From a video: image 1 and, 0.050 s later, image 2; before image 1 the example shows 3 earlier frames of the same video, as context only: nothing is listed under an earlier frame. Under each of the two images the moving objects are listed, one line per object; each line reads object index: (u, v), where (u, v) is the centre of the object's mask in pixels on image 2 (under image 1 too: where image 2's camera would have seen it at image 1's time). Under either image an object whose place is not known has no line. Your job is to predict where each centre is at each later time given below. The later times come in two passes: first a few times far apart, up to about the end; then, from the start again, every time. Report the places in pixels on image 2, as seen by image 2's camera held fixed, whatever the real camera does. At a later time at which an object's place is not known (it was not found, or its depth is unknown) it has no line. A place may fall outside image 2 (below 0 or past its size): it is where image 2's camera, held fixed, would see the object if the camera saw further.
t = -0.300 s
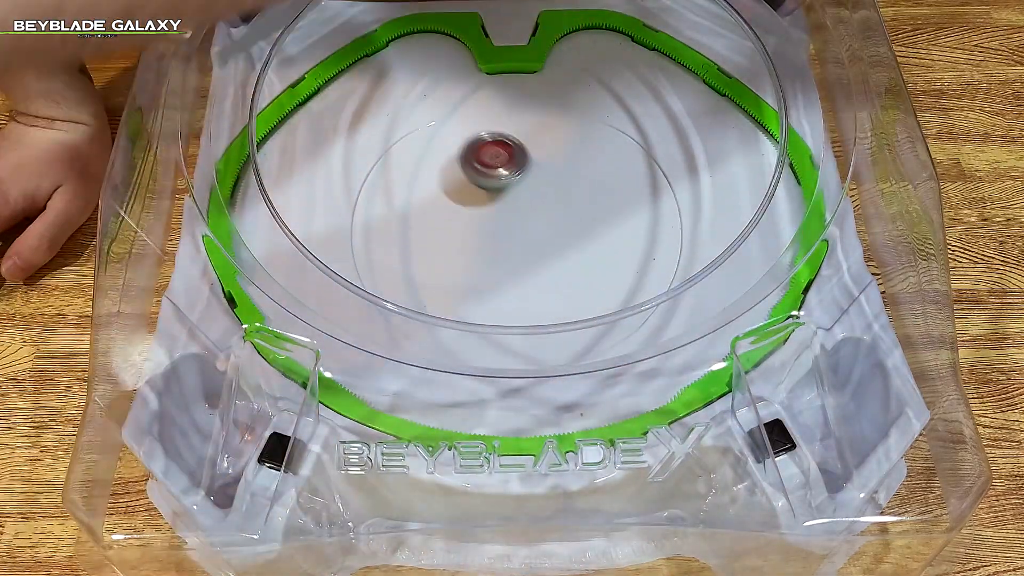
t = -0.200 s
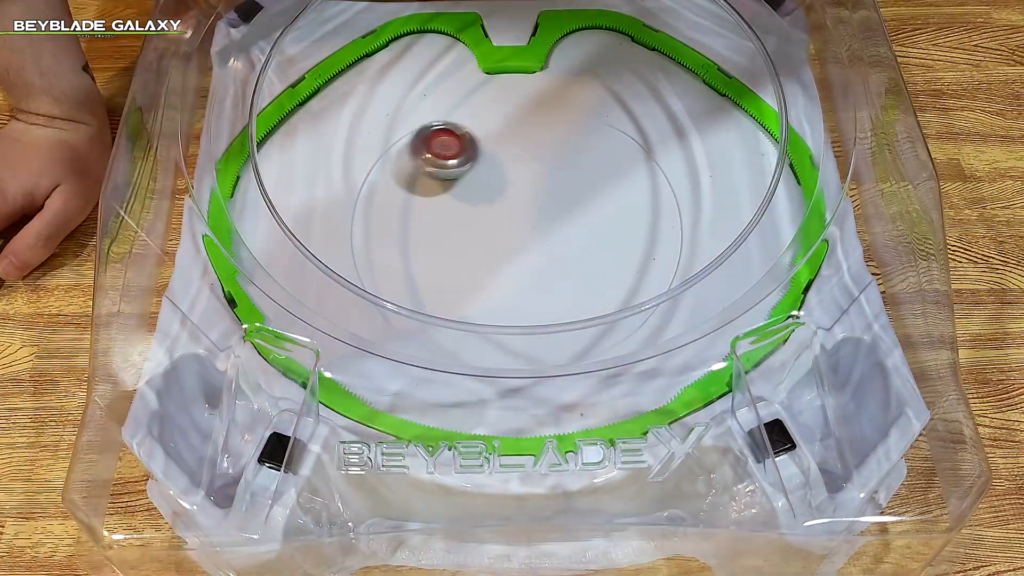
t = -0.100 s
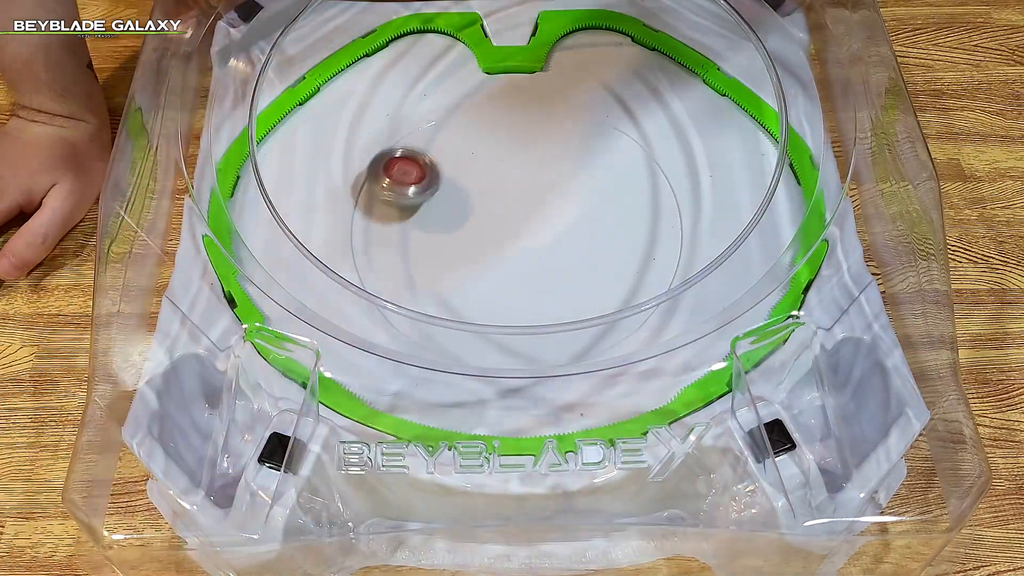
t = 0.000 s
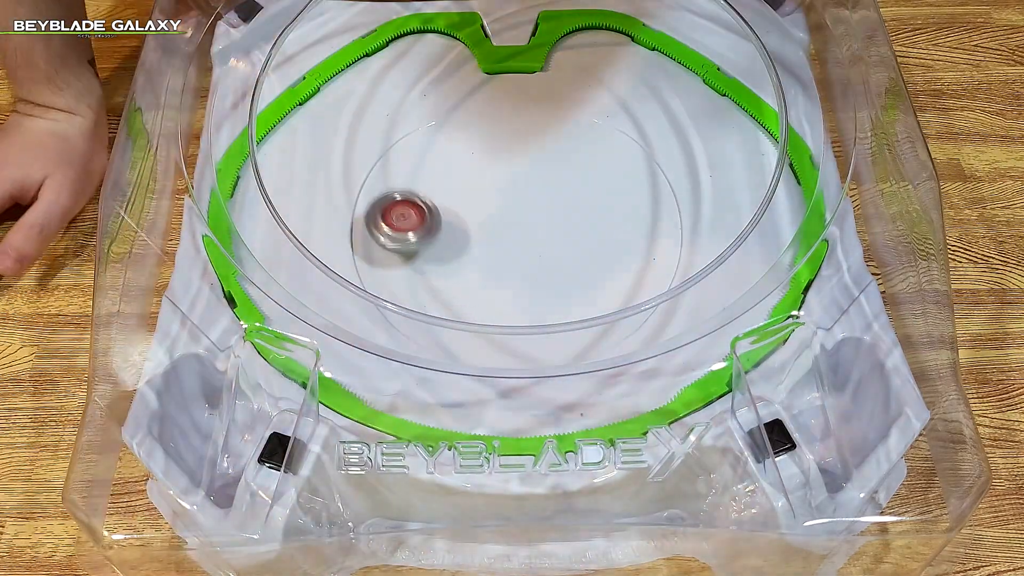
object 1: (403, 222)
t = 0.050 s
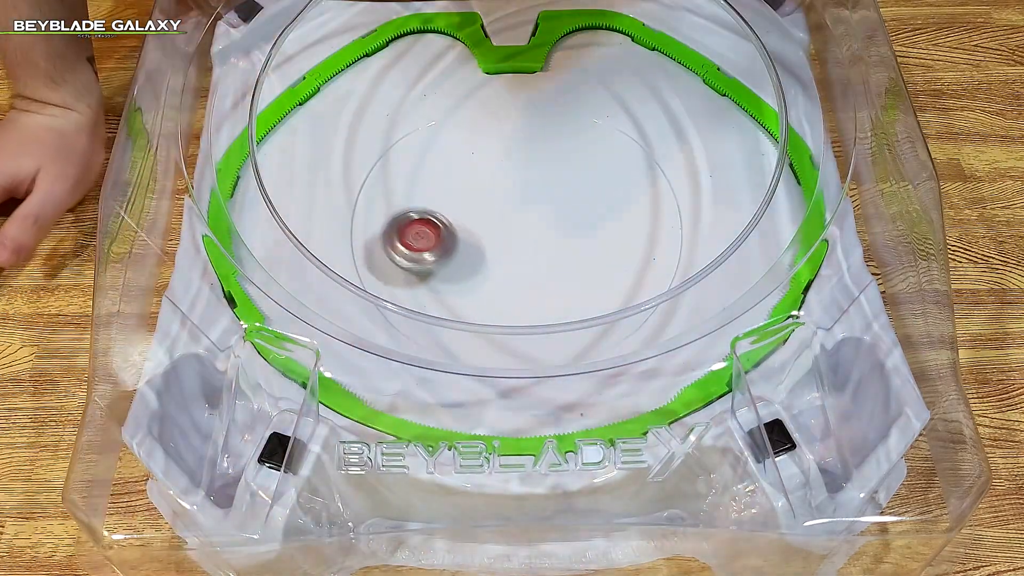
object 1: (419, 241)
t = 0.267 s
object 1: (534, 232)
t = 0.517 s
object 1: (541, 132)
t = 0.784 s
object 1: (453, 152)
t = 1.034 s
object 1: (546, 217)
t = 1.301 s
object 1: (598, 182)
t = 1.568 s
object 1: (533, 169)
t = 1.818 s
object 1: (557, 249)
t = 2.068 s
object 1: (621, 229)
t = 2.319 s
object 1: (554, 207)
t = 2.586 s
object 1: (514, 287)
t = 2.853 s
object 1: (569, 272)
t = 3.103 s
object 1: (493, 205)
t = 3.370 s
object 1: (435, 258)
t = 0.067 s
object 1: (426, 245)
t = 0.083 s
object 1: (434, 249)
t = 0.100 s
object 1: (442, 253)
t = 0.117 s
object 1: (452, 256)
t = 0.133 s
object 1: (462, 257)
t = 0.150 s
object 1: (472, 257)
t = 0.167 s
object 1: (481, 257)
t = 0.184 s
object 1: (490, 255)
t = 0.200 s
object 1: (500, 252)
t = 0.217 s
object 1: (509, 249)
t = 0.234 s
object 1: (518, 244)
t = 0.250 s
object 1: (527, 238)
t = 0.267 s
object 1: (534, 232)
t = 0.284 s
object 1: (541, 224)
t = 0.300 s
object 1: (548, 216)
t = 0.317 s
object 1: (552, 209)
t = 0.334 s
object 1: (556, 202)
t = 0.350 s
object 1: (559, 194)
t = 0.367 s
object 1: (561, 186)
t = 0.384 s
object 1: (561, 179)
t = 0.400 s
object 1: (561, 172)
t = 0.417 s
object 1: (560, 164)
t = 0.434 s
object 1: (559, 157)
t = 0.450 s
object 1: (556, 151)
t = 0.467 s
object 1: (554, 146)
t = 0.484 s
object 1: (550, 140)
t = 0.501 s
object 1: (546, 136)
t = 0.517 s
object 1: (541, 132)
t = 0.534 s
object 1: (535, 128)
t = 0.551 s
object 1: (529, 125)
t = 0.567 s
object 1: (522, 122)
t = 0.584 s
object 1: (515, 120)
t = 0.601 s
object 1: (508, 119)
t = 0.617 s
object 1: (501, 118)
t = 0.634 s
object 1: (493, 119)
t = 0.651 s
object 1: (487, 120)
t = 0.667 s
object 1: (480, 122)
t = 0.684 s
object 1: (474, 125)
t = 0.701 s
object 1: (469, 128)
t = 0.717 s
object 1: (464, 132)
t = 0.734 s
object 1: (460, 136)
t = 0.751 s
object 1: (457, 141)
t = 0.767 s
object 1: (455, 146)
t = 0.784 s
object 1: (453, 152)
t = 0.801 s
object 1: (453, 158)
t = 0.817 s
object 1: (454, 164)
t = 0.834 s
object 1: (456, 171)
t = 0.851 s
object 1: (459, 178)
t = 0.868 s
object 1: (463, 183)
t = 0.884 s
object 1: (469, 189)
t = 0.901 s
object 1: (475, 194)
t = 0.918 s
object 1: (483, 199)
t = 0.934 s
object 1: (490, 203)
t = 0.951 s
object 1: (499, 207)
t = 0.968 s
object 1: (508, 210)
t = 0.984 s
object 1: (517, 213)
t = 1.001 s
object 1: (528, 215)
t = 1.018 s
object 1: (536, 216)
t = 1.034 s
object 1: (546, 217)
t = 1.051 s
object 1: (555, 217)
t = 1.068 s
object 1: (564, 217)
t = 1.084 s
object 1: (573, 215)
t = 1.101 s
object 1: (581, 214)
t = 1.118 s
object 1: (588, 212)
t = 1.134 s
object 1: (594, 210)
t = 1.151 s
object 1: (599, 208)
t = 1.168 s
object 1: (603, 206)
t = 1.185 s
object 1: (606, 203)
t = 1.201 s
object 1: (608, 200)
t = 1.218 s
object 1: (609, 197)
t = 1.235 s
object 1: (609, 194)
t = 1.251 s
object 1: (608, 191)
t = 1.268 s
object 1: (605, 188)
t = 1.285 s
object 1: (602, 185)
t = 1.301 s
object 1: (598, 182)
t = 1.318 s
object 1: (593, 179)
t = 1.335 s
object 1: (588, 177)
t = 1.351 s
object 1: (583, 174)
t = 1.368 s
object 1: (578, 172)
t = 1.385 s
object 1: (572, 169)
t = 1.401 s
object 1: (567, 167)
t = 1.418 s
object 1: (562, 165)
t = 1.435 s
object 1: (557, 162)
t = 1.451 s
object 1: (553, 160)
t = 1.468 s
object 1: (549, 159)
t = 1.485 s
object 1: (545, 158)
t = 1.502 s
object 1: (542, 159)
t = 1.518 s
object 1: (539, 160)
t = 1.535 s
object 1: (537, 162)
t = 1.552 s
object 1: (535, 165)
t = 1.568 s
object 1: (533, 169)
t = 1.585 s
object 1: (532, 174)
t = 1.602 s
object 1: (531, 179)
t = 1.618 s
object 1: (530, 185)
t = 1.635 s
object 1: (529, 191)
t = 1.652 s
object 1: (529, 197)
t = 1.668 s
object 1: (529, 203)
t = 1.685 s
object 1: (531, 209)
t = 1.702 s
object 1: (532, 215)
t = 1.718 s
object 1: (534, 221)
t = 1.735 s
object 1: (537, 227)
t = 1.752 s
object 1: (541, 232)
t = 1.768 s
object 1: (544, 237)
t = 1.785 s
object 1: (548, 242)
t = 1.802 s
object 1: (552, 246)
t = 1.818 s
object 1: (557, 249)
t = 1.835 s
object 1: (562, 252)
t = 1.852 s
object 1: (567, 255)
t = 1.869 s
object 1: (573, 257)
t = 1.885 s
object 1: (578, 258)
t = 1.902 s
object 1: (584, 258)
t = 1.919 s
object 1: (590, 258)
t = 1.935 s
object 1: (596, 257)
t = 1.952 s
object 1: (602, 255)
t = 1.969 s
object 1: (607, 253)
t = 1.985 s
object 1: (612, 250)
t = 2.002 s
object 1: (616, 246)
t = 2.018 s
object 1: (619, 242)
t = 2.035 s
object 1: (621, 238)
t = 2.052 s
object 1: (621, 233)
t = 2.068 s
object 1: (621, 229)
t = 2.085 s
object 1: (620, 226)
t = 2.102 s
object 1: (618, 222)
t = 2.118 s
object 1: (614, 218)
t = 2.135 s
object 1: (611, 215)
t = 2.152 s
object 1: (608, 213)
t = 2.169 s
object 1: (603, 210)
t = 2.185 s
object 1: (599, 208)
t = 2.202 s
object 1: (594, 206)
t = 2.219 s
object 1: (588, 205)
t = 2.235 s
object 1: (582, 204)
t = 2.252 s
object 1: (577, 204)
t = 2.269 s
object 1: (571, 204)
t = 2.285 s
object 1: (565, 204)
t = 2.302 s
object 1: (560, 205)
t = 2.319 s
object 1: (554, 207)
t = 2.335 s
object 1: (549, 209)
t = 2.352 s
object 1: (544, 212)
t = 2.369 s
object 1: (538, 216)
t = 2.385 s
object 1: (532, 220)
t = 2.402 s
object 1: (527, 225)
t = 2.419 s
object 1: (522, 231)
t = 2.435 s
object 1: (518, 237)
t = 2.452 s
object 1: (514, 242)
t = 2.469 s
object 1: (511, 249)
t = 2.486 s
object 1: (509, 255)
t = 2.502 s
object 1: (508, 261)
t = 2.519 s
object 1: (508, 267)
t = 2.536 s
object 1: (509, 272)
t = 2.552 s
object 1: (510, 278)
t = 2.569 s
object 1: (512, 282)
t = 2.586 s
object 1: (514, 287)
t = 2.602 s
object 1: (517, 290)
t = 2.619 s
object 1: (520, 293)
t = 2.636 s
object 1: (523, 295)
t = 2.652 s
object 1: (526, 296)
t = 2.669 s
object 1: (529, 297)
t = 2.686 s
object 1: (533, 297)
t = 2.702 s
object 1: (537, 297)
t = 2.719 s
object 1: (541, 296)
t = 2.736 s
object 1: (545, 296)
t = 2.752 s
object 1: (549, 294)
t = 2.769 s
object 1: (553, 292)
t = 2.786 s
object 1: (557, 290)
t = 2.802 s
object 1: (561, 286)
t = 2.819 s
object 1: (564, 282)
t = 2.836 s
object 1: (567, 277)
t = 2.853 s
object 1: (569, 272)
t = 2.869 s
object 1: (570, 266)
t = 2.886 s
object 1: (571, 261)
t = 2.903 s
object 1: (570, 255)
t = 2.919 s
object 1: (568, 249)
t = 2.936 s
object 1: (565, 243)
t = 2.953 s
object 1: (561, 237)
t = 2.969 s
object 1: (556, 232)
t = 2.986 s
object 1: (549, 226)
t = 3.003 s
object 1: (542, 222)
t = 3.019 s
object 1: (534, 218)
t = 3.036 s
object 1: (526, 214)
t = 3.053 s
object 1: (518, 211)
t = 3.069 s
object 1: (509, 208)
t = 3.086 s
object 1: (501, 206)
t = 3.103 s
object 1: (493, 205)
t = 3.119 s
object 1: (485, 204)
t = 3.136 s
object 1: (476, 204)
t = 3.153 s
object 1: (468, 205)
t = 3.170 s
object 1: (461, 207)
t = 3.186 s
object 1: (454, 209)
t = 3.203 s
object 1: (448, 212)
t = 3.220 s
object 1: (443, 216)
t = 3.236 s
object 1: (439, 220)
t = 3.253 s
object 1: (435, 224)
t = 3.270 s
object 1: (433, 229)
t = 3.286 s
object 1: (432, 233)
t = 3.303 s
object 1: (431, 239)
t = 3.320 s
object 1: (430, 244)
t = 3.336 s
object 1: (431, 249)
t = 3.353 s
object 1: (432, 254)
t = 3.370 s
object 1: (435, 258)
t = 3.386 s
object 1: (438, 262)
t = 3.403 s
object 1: (442, 266)
